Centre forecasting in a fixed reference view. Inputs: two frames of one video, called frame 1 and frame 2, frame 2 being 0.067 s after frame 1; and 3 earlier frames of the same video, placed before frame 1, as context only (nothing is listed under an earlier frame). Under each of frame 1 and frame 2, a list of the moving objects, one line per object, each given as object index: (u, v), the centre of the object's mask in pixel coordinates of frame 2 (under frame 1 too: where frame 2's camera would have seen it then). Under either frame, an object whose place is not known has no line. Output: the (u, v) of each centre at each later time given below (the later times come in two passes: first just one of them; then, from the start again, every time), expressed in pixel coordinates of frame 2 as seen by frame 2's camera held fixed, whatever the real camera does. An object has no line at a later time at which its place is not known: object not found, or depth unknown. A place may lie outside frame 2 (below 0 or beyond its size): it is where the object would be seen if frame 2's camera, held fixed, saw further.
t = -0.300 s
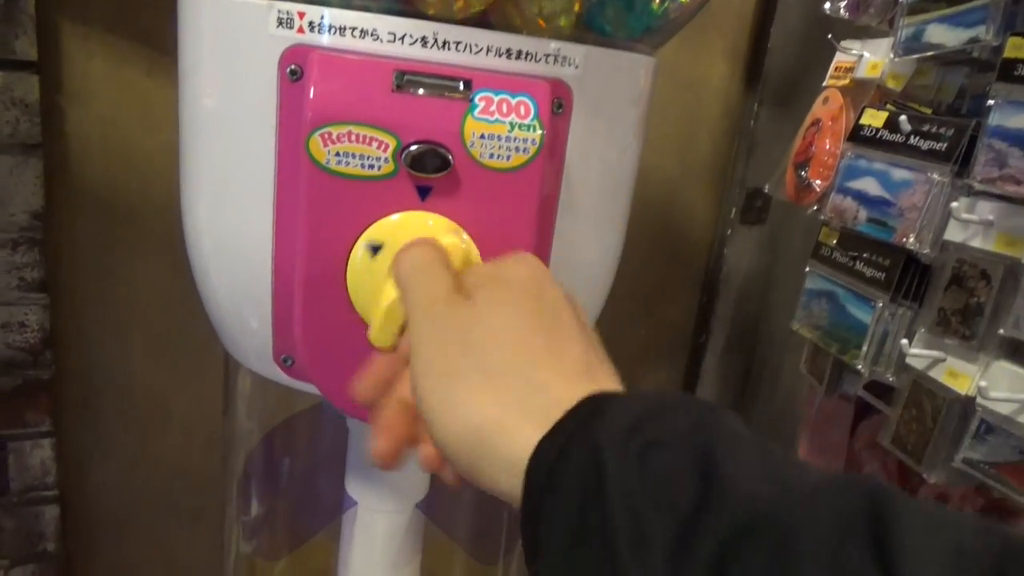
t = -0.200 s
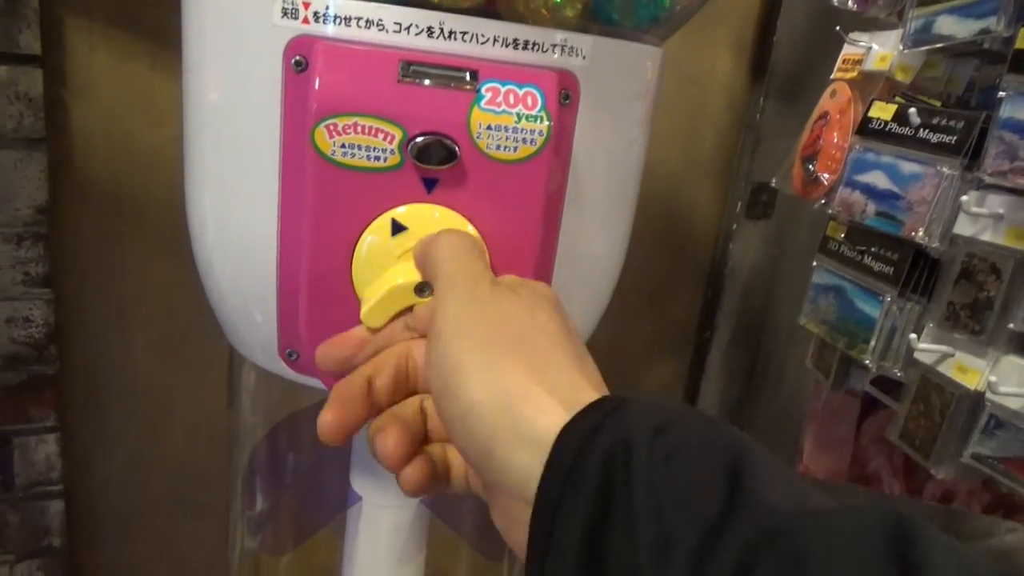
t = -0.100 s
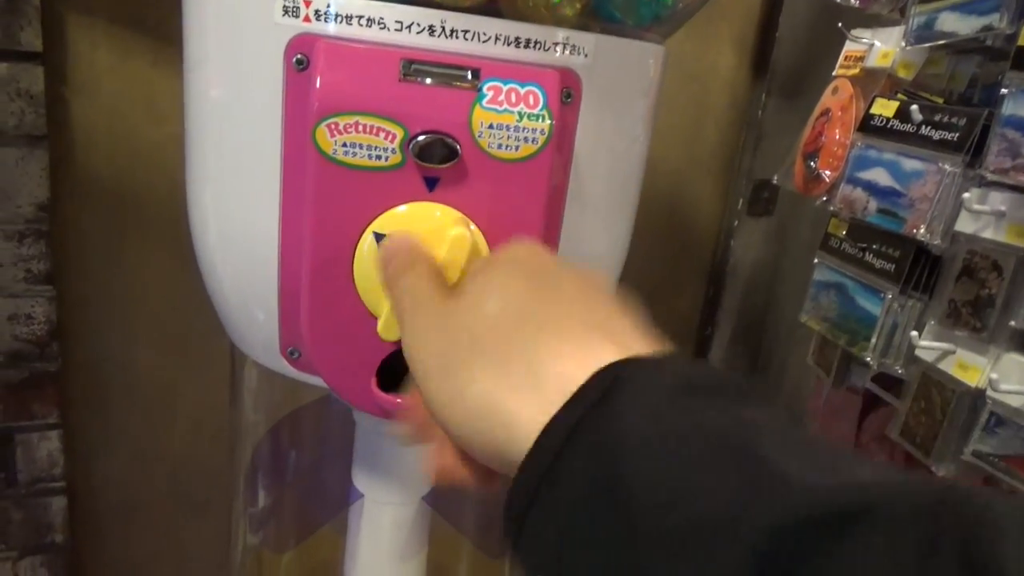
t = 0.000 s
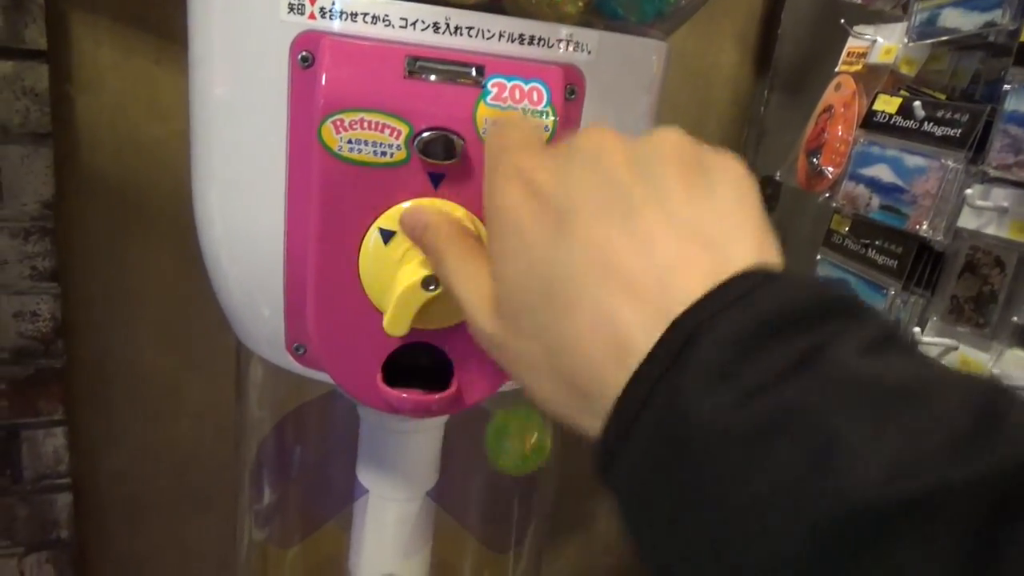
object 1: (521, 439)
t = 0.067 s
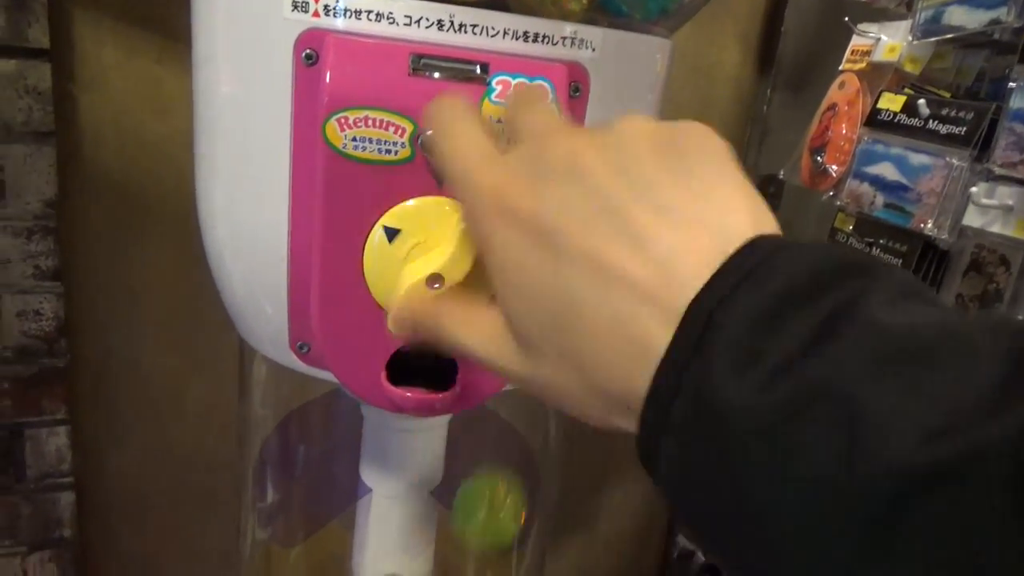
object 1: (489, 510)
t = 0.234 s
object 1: (308, 563)
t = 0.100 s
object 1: (459, 523)
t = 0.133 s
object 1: (421, 530)
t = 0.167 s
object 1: (375, 544)
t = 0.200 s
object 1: (337, 555)
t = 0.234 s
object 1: (308, 563)
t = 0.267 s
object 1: (279, 556)
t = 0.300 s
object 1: (266, 546)
